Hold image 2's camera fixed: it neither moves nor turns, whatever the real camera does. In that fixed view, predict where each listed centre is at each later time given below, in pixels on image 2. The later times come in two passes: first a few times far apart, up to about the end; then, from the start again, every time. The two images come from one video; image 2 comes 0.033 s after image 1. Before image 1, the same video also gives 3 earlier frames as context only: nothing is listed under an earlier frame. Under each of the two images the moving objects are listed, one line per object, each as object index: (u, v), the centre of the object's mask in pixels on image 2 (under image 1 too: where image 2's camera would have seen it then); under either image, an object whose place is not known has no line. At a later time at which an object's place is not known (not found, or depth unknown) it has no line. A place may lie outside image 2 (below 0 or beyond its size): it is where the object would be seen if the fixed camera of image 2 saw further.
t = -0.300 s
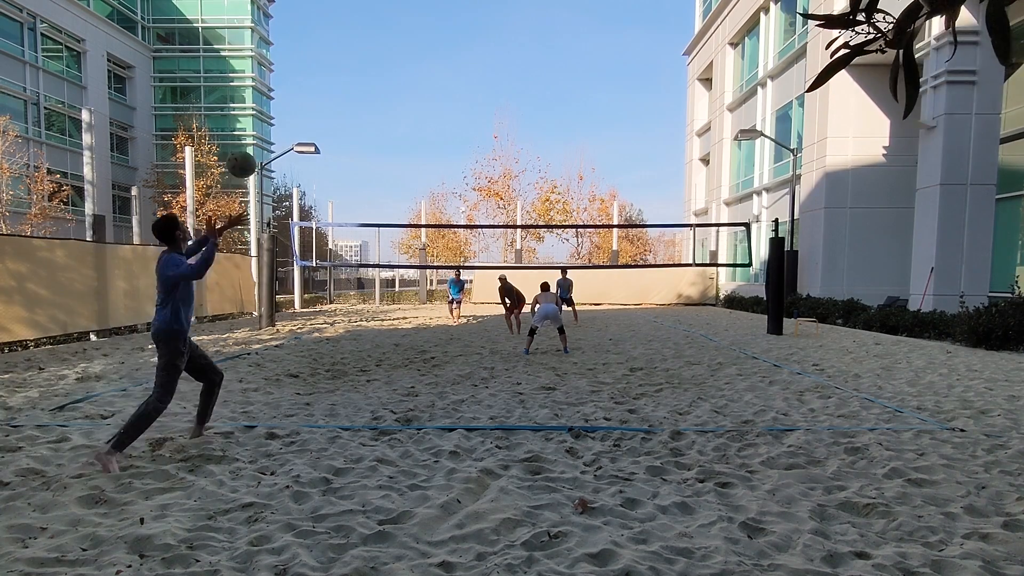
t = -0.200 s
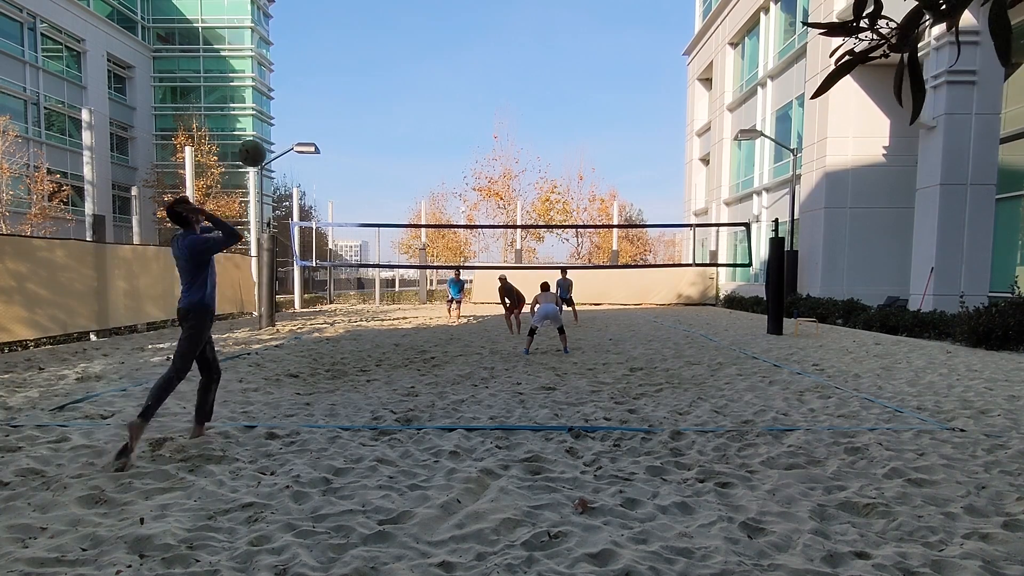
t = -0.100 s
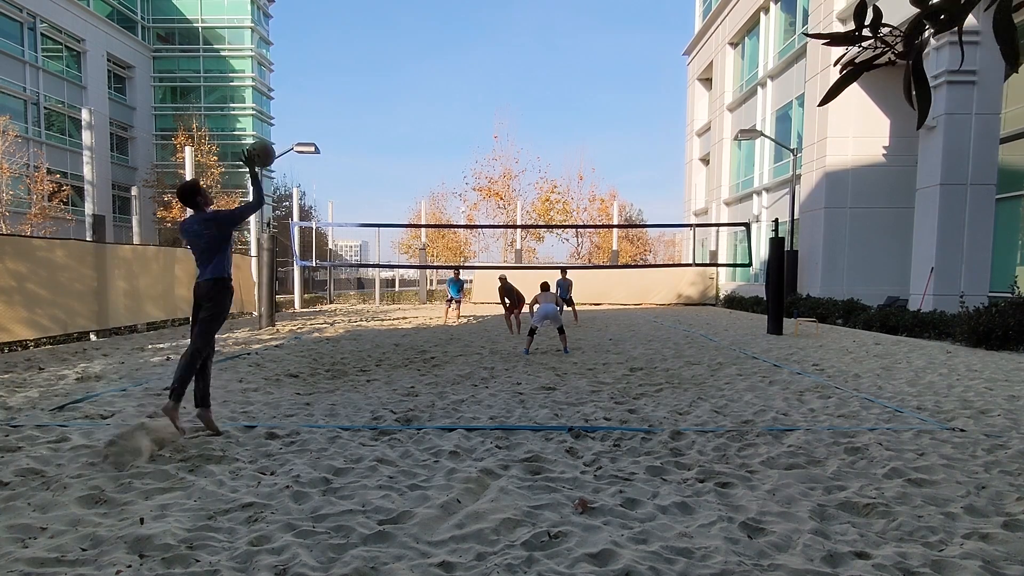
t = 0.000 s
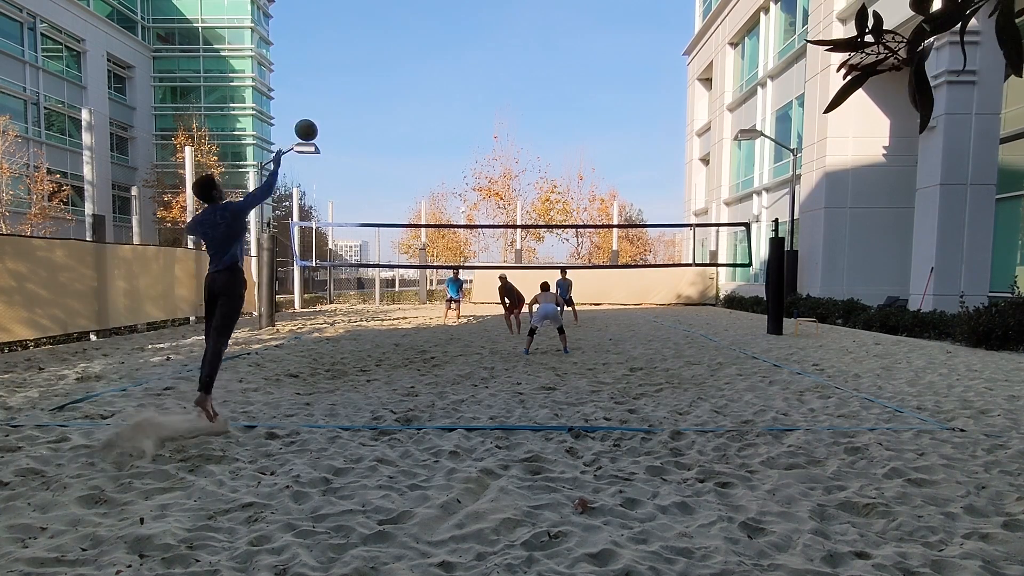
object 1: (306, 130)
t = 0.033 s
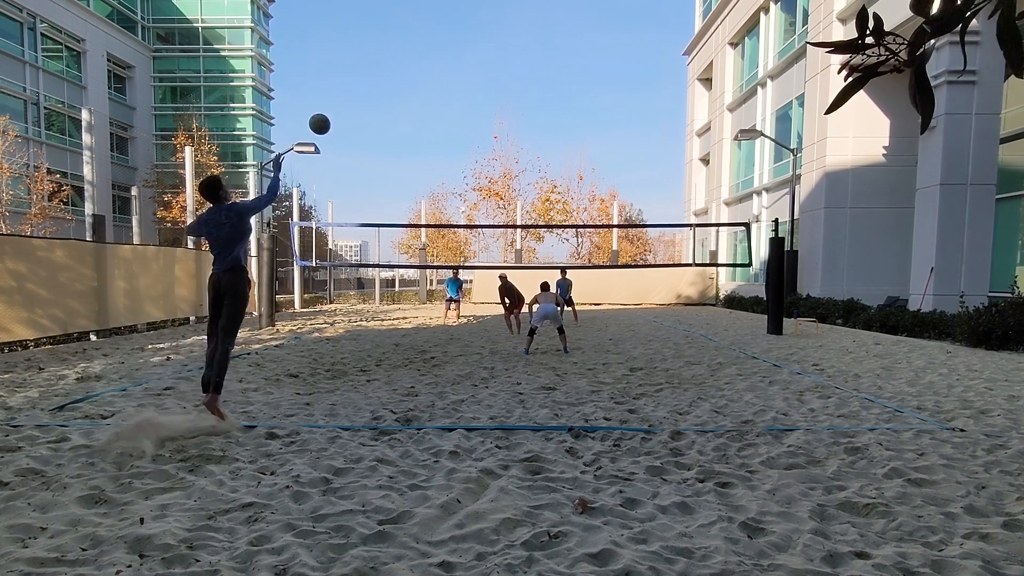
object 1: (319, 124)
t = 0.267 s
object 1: (383, 120)
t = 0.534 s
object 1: (424, 153)
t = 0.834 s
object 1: (451, 209)
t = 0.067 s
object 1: (331, 120)
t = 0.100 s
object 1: (342, 117)
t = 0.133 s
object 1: (352, 116)
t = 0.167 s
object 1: (361, 115)
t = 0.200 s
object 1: (369, 116)
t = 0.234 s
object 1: (376, 118)
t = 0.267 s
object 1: (383, 120)
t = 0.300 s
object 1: (389, 123)
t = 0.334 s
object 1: (395, 126)
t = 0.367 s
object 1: (401, 130)
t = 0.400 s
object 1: (406, 134)
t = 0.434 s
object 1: (411, 138)
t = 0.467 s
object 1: (415, 143)
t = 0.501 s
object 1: (420, 148)
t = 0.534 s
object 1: (424, 153)
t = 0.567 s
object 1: (428, 159)
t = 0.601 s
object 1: (431, 165)
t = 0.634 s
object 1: (435, 171)
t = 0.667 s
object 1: (438, 177)
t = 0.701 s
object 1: (441, 183)
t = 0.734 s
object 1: (443, 189)
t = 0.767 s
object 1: (446, 196)
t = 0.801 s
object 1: (448, 202)
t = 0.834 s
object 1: (451, 209)
